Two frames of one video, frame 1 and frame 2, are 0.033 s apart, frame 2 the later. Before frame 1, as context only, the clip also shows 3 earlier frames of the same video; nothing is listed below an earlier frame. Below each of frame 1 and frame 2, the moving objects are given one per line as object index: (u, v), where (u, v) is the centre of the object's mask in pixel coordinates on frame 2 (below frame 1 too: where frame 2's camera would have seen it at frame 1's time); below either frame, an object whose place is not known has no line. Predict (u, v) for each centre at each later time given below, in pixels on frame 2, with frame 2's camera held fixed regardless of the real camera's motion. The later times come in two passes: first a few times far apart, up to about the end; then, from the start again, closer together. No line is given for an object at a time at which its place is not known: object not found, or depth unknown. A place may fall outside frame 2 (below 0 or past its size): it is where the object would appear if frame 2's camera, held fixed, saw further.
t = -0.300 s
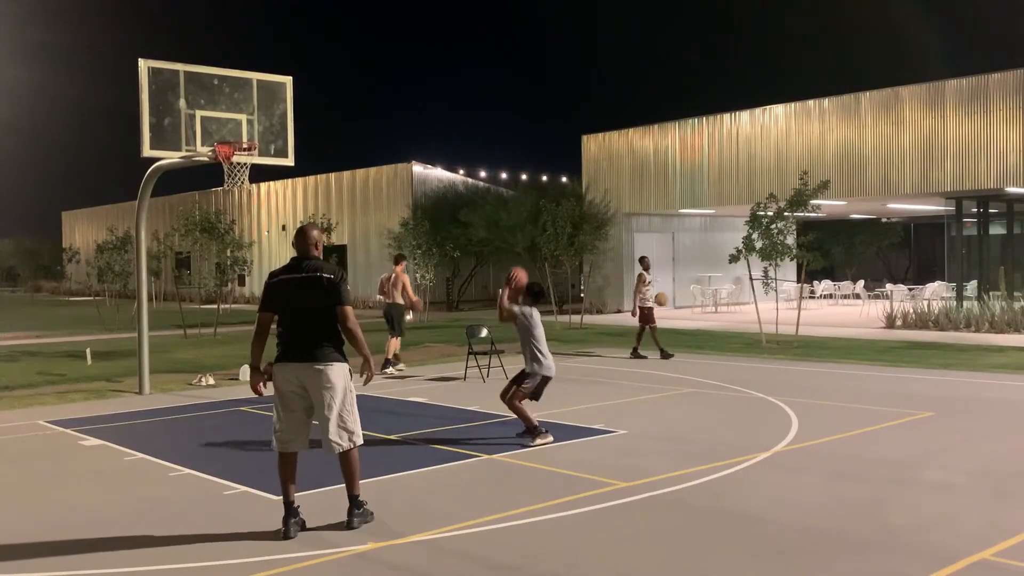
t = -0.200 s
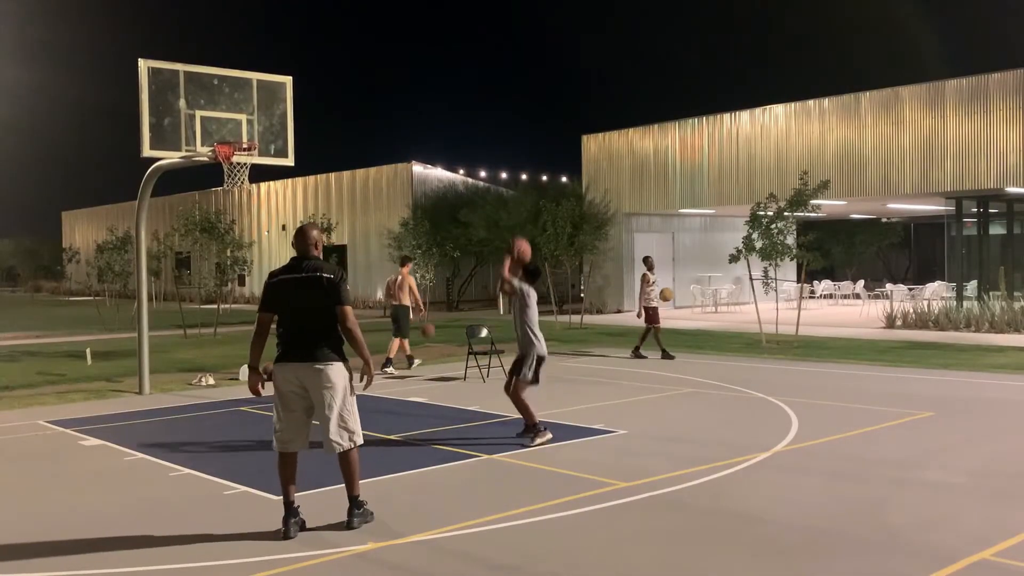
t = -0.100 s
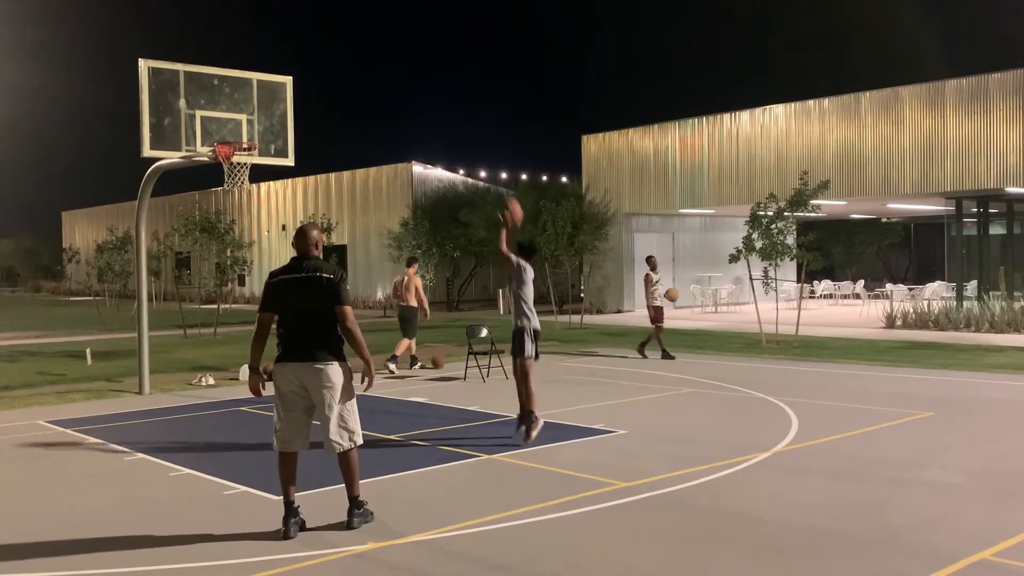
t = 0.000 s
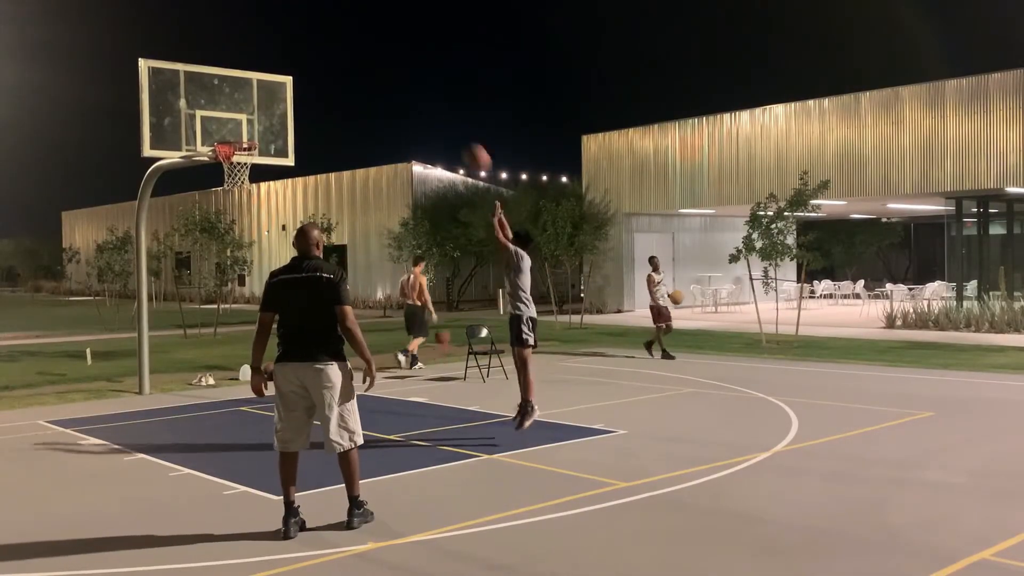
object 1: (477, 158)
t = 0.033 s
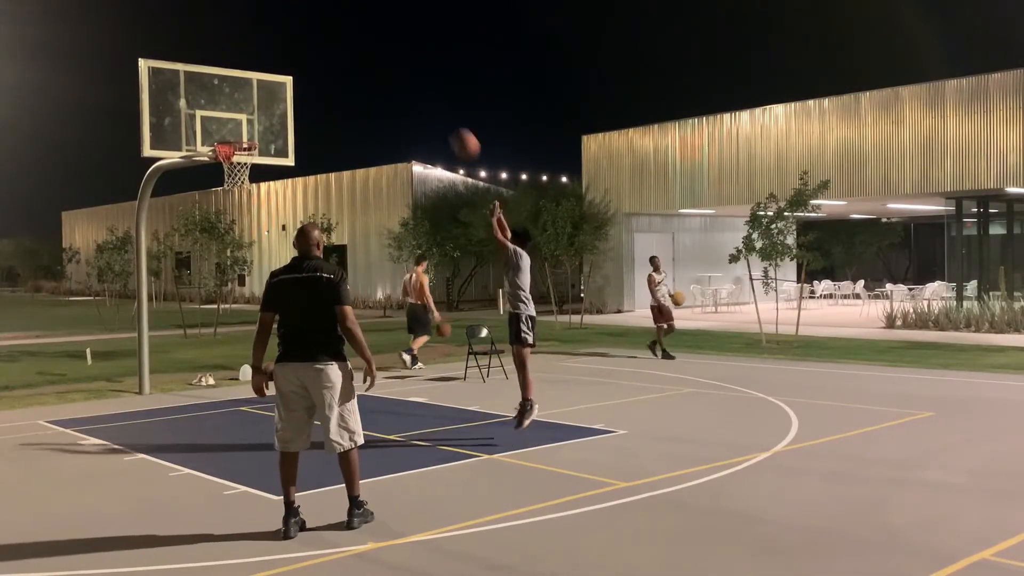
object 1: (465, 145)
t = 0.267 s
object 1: (388, 73)
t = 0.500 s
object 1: (320, 60)
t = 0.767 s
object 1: (253, 105)
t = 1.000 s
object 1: (254, 162)
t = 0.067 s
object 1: (453, 130)
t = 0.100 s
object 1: (442, 118)
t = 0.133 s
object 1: (431, 107)
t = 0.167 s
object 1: (420, 96)
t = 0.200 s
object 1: (409, 87)
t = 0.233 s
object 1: (398, 80)
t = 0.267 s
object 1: (388, 73)
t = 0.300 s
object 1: (378, 68)
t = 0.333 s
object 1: (368, 64)
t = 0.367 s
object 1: (358, 61)
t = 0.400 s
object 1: (348, 59)
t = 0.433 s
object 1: (338, 58)
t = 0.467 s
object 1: (329, 59)
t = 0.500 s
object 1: (320, 60)
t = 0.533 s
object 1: (310, 63)
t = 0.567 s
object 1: (302, 66)
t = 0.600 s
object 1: (294, 69)
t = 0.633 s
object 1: (286, 74)
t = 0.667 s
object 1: (277, 81)
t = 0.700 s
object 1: (268, 90)
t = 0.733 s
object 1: (262, 96)
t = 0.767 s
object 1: (253, 105)
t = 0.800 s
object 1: (244, 116)
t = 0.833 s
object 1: (235, 127)
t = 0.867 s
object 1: (228, 136)
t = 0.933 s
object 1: (240, 152)
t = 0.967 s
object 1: (251, 157)
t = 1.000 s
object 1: (254, 162)
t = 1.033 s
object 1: (257, 165)
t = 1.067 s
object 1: (258, 167)
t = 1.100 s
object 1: (255, 170)
